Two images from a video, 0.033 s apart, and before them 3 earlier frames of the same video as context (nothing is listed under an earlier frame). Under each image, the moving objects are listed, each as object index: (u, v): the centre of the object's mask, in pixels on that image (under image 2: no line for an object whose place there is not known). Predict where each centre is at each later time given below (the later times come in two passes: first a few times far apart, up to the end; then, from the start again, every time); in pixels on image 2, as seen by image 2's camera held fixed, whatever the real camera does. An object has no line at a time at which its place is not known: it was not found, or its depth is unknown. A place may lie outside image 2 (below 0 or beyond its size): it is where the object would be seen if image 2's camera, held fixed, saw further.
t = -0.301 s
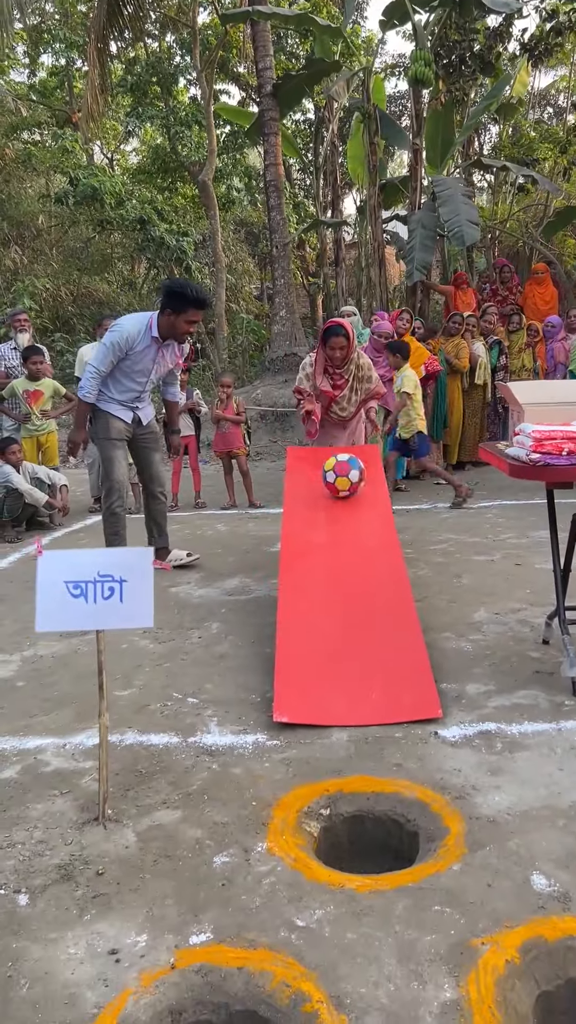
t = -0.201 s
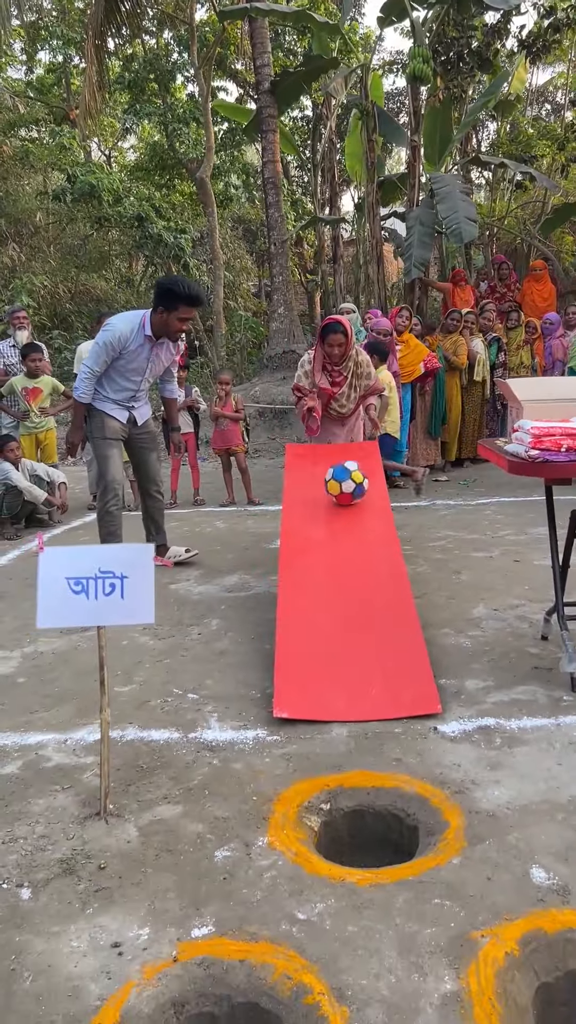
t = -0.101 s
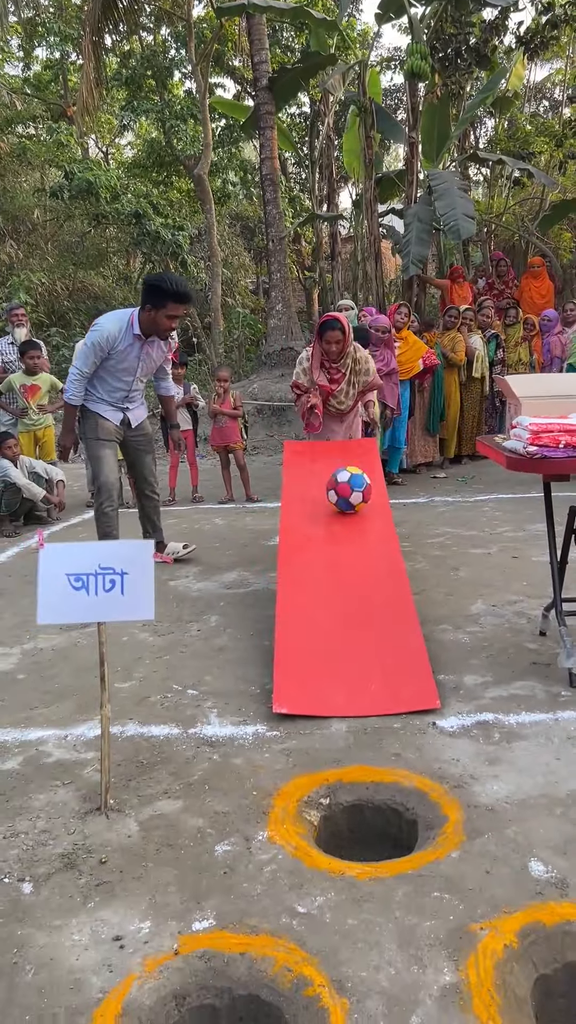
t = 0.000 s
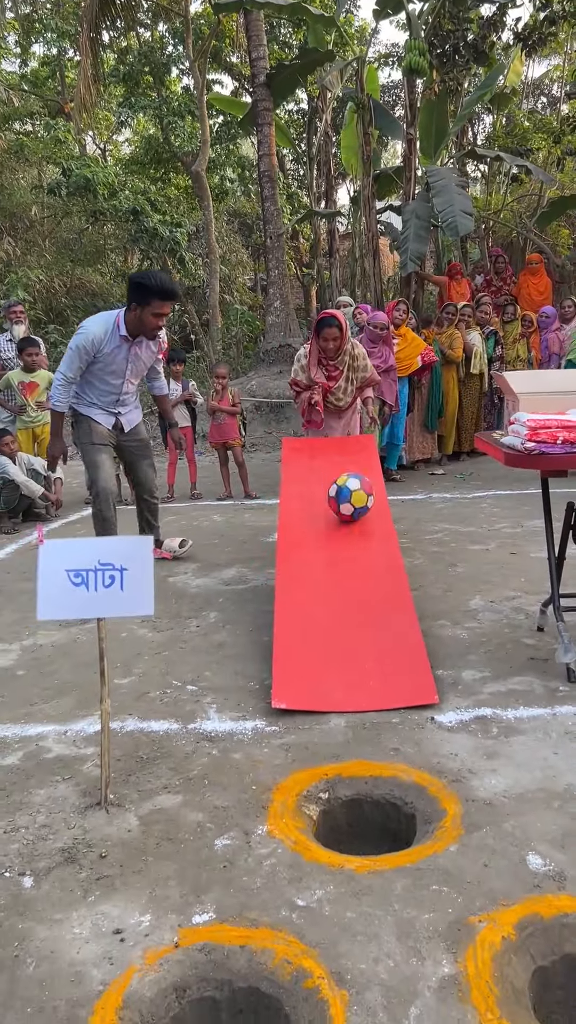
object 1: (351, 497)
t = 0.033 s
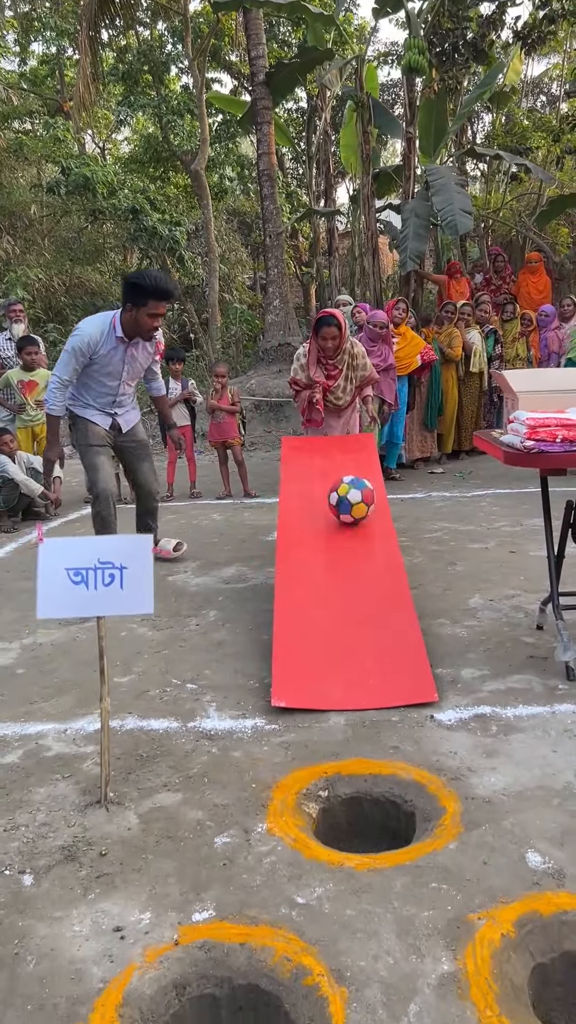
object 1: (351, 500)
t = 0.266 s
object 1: (363, 539)
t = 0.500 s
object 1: (372, 591)
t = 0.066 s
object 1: (353, 504)
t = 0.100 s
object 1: (354, 509)
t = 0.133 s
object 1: (356, 514)
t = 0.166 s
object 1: (357, 518)
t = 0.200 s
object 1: (359, 526)
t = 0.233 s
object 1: (361, 533)
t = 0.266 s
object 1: (363, 539)
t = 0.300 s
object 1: (365, 546)
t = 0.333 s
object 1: (366, 552)
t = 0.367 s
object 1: (367, 560)
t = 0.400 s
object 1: (369, 566)
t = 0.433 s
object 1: (370, 574)
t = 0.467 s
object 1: (371, 582)
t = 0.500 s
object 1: (372, 591)
